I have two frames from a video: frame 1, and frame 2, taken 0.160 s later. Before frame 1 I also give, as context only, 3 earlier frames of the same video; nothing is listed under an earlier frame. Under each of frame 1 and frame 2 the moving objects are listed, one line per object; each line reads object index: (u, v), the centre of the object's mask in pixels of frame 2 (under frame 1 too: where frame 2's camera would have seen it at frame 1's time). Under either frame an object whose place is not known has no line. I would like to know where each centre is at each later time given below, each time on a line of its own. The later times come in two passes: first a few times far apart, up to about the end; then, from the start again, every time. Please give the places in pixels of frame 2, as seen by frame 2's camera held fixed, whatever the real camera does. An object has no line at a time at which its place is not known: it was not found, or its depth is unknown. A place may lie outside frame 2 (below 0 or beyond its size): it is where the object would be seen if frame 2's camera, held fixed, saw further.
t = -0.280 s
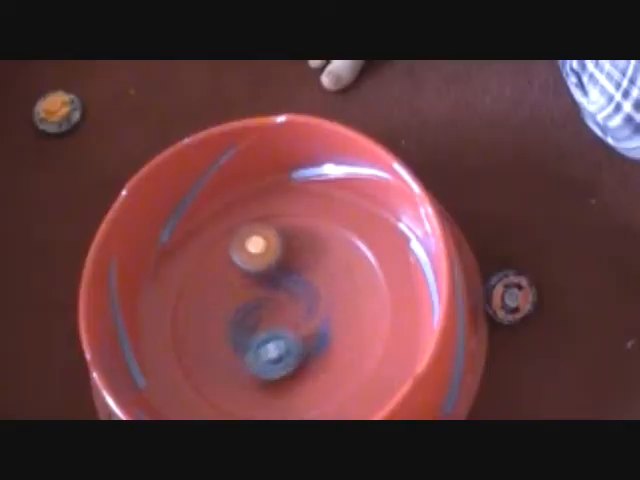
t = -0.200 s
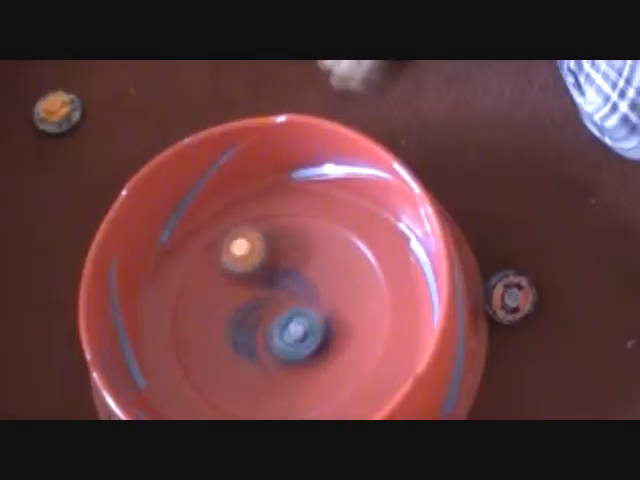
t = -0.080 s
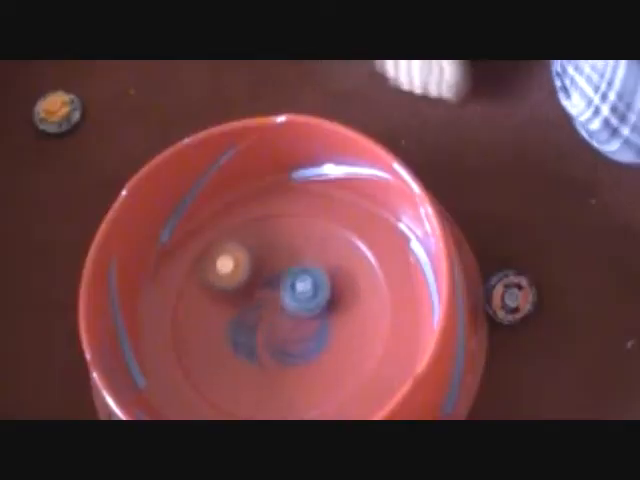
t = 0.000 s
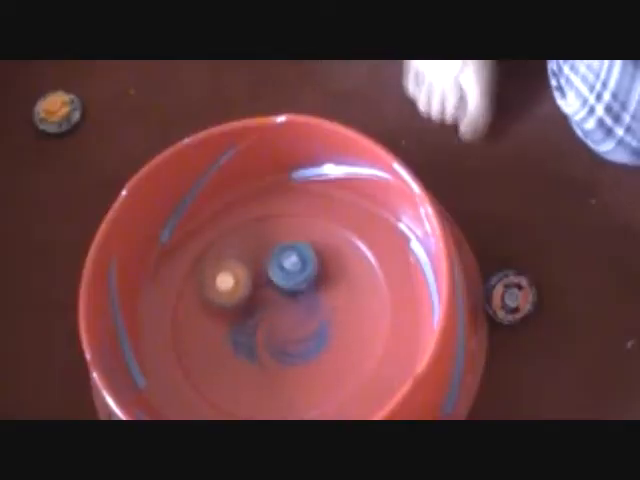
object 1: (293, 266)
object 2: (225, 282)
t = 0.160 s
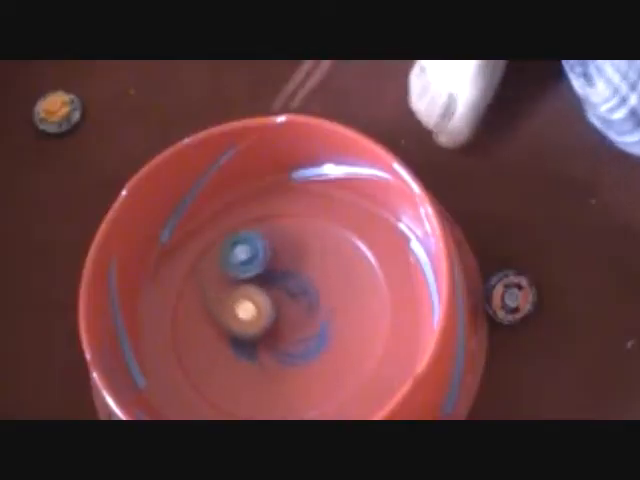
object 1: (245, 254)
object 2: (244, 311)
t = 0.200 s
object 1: (232, 263)
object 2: (254, 316)
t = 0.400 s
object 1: (234, 326)
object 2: (300, 322)
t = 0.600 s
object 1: (286, 344)
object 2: (351, 289)
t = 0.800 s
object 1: (324, 300)
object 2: (348, 245)
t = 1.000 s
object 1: (270, 332)
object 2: (290, 243)
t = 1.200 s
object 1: (265, 355)
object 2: (249, 299)
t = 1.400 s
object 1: (283, 346)
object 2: (223, 329)
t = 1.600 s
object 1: (266, 307)
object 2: (209, 363)
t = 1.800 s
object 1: (226, 307)
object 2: (214, 376)
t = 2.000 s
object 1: (231, 330)
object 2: (260, 371)
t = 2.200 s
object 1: (275, 311)
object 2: (300, 350)
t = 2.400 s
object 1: (302, 270)
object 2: (329, 321)
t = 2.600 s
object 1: (289, 248)
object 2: (328, 287)
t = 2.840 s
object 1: (208, 251)
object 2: (363, 341)
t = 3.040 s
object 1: (215, 317)
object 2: (359, 318)
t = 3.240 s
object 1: (275, 354)
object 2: (324, 309)
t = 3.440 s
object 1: (323, 368)
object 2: (296, 283)
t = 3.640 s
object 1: (352, 330)
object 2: (256, 281)
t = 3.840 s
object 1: (318, 292)
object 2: (227, 296)
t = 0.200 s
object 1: (232, 263)
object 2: (254, 316)
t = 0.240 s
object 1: (225, 274)
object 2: (263, 320)
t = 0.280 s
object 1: (221, 288)
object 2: (273, 322)
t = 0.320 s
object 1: (221, 301)
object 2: (282, 323)
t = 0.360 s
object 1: (227, 316)
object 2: (291, 323)
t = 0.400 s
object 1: (234, 326)
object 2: (300, 322)
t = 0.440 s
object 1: (248, 335)
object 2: (308, 319)
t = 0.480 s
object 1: (261, 337)
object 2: (318, 315)
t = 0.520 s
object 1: (278, 342)
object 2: (326, 309)
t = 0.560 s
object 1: (284, 344)
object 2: (345, 299)
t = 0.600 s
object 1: (286, 344)
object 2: (351, 289)
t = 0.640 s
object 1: (298, 339)
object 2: (358, 278)
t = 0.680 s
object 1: (313, 332)
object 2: (365, 269)
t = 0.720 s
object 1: (317, 322)
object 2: (361, 259)
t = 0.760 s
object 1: (324, 311)
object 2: (358, 251)
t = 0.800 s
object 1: (324, 300)
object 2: (348, 245)
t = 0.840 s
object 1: (315, 301)
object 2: (350, 220)
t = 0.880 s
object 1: (296, 312)
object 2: (344, 208)
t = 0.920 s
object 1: (283, 319)
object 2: (328, 217)
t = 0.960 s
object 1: (276, 325)
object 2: (309, 230)
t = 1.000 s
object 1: (270, 332)
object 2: (290, 243)
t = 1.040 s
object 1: (265, 338)
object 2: (275, 256)
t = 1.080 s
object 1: (263, 345)
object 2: (264, 268)
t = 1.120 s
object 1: (262, 349)
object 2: (257, 280)
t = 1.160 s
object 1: (263, 353)
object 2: (254, 289)
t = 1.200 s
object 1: (265, 355)
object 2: (249, 299)
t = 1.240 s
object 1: (267, 356)
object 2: (246, 309)
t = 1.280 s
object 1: (272, 356)
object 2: (241, 315)
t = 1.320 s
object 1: (277, 357)
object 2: (234, 318)
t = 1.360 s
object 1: (281, 353)
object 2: (226, 323)
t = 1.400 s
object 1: (283, 346)
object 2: (223, 329)
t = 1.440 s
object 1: (284, 337)
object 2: (220, 336)
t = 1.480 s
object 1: (282, 329)
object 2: (217, 343)
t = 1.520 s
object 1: (278, 320)
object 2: (213, 350)
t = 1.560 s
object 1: (273, 313)
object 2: (212, 357)
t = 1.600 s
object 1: (266, 307)
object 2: (209, 363)
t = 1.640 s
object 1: (258, 303)
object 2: (209, 369)
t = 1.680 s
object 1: (248, 301)
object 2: (210, 375)
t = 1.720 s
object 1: (240, 301)
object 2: (210, 367)
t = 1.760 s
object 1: (233, 303)
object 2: (212, 372)
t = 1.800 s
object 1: (226, 307)
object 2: (214, 376)
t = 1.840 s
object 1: (221, 311)
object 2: (231, 388)
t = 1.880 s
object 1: (219, 316)
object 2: (240, 386)
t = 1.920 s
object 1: (220, 323)
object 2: (247, 382)
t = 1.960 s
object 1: (224, 328)
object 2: (253, 377)
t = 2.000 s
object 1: (231, 330)
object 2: (260, 371)
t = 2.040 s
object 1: (237, 328)
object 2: (270, 371)
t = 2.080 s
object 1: (246, 327)
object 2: (279, 369)
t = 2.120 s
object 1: (254, 324)
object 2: (287, 364)
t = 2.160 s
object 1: (260, 321)
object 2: (293, 357)
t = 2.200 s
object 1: (275, 311)
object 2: (300, 350)
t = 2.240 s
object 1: (282, 302)
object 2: (307, 347)
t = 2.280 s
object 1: (288, 294)
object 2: (315, 342)
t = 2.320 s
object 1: (295, 287)
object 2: (321, 337)
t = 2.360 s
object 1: (299, 278)
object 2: (325, 329)
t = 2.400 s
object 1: (302, 270)
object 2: (329, 321)
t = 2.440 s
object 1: (303, 263)
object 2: (332, 313)
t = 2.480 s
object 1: (302, 256)
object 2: (332, 305)
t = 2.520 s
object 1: (299, 252)
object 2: (332, 298)
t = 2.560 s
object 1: (295, 250)
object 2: (330, 290)
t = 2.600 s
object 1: (289, 248)
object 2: (328, 287)
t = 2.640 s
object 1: (268, 231)
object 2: (343, 306)
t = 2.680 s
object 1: (250, 224)
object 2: (353, 323)
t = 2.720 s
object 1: (238, 224)
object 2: (359, 335)
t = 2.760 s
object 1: (226, 228)
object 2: (362, 341)
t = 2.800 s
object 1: (216, 239)
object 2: (363, 342)
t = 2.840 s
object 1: (208, 251)
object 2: (363, 341)
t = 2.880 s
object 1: (203, 264)
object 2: (363, 335)
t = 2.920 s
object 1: (202, 278)
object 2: (363, 331)
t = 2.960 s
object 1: (203, 291)
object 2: (362, 326)
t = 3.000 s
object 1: (207, 304)
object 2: (361, 322)
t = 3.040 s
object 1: (215, 317)
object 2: (359, 318)
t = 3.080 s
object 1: (225, 328)
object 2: (354, 315)
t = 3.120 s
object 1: (236, 337)
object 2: (349, 312)
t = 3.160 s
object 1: (246, 343)
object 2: (343, 310)
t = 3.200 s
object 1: (261, 349)
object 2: (333, 309)
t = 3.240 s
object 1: (275, 354)
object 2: (324, 309)
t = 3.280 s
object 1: (285, 357)
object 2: (317, 307)
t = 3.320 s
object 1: (291, 365)
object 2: (317, 296)
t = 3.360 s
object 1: (300, 368)
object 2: (312, 288)
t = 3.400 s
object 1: (311, 369)
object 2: (304, 285)
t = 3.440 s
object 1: (323, 368)
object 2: (296, 283)
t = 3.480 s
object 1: (334, 364)
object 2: (288, 282)
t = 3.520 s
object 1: (343, 358)
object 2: (280, 280)
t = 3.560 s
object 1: (349, 350)
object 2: (272, 280)
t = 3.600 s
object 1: (352, 340)
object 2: (264, 280)
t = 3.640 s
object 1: (352, 330)
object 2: (256, 281)
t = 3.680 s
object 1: (349, 320)
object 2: (250, 283)
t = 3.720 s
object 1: (344, 311)
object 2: (242, 287)
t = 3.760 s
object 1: (335, 303)
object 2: (237, 289)
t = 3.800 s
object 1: (329, 297)
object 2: (233, 292)
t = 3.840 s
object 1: (318, 292)
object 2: (227, 296)
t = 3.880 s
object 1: (308, 290)
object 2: (223, 301)
